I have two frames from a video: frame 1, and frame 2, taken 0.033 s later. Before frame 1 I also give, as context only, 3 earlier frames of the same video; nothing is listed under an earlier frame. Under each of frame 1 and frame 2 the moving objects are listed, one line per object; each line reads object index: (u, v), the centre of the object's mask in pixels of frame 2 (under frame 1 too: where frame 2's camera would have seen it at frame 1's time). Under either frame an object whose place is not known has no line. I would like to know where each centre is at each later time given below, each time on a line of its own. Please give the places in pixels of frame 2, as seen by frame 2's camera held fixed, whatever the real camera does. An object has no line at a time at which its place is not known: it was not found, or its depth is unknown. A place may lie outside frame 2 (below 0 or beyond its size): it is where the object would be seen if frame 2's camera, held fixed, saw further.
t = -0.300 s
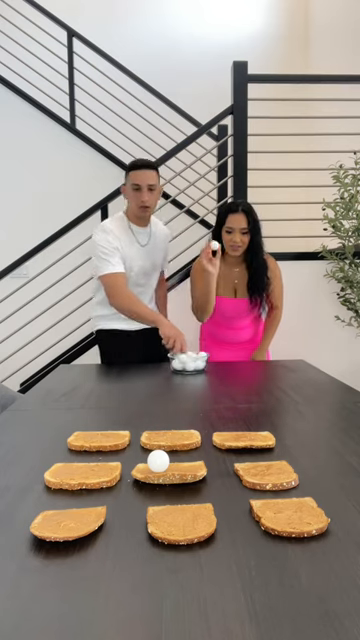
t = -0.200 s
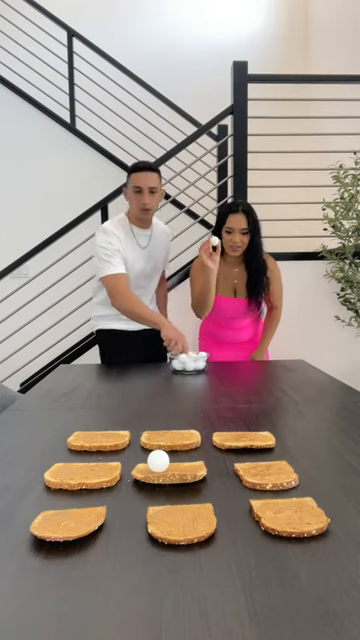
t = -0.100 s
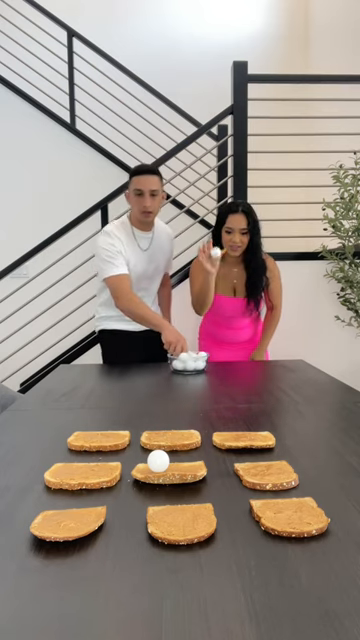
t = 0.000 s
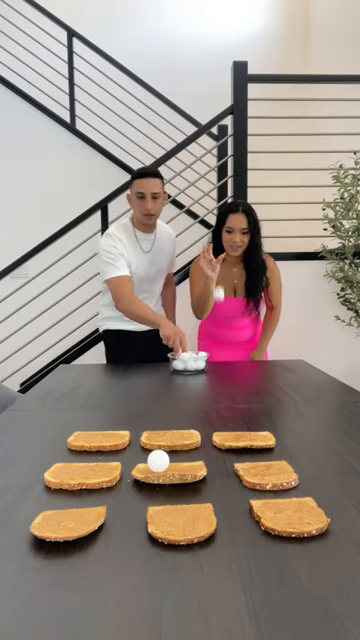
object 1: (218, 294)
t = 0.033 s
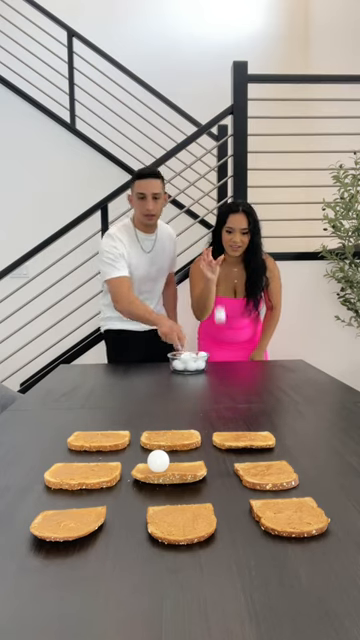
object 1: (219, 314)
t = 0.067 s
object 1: (221, 340)
